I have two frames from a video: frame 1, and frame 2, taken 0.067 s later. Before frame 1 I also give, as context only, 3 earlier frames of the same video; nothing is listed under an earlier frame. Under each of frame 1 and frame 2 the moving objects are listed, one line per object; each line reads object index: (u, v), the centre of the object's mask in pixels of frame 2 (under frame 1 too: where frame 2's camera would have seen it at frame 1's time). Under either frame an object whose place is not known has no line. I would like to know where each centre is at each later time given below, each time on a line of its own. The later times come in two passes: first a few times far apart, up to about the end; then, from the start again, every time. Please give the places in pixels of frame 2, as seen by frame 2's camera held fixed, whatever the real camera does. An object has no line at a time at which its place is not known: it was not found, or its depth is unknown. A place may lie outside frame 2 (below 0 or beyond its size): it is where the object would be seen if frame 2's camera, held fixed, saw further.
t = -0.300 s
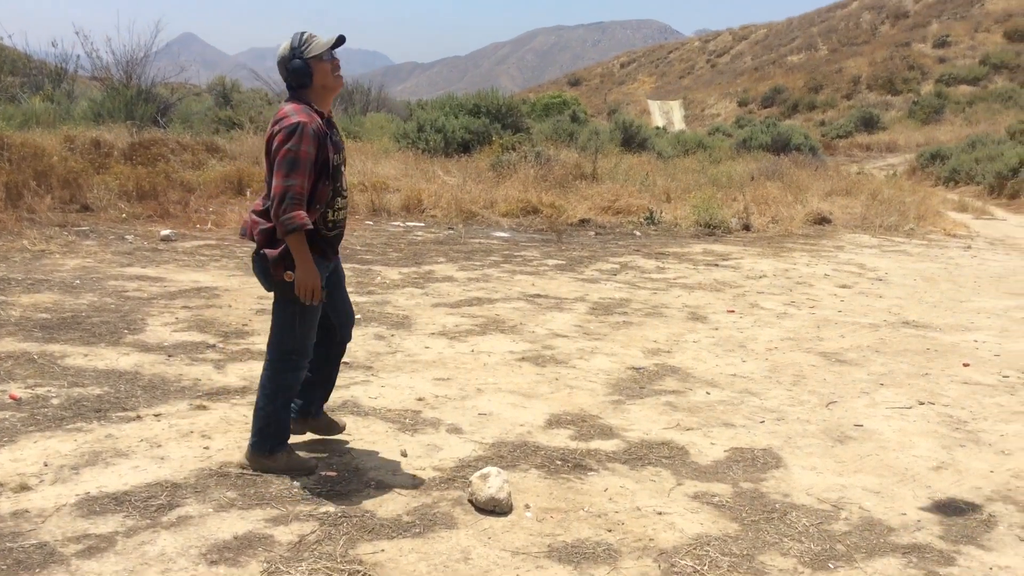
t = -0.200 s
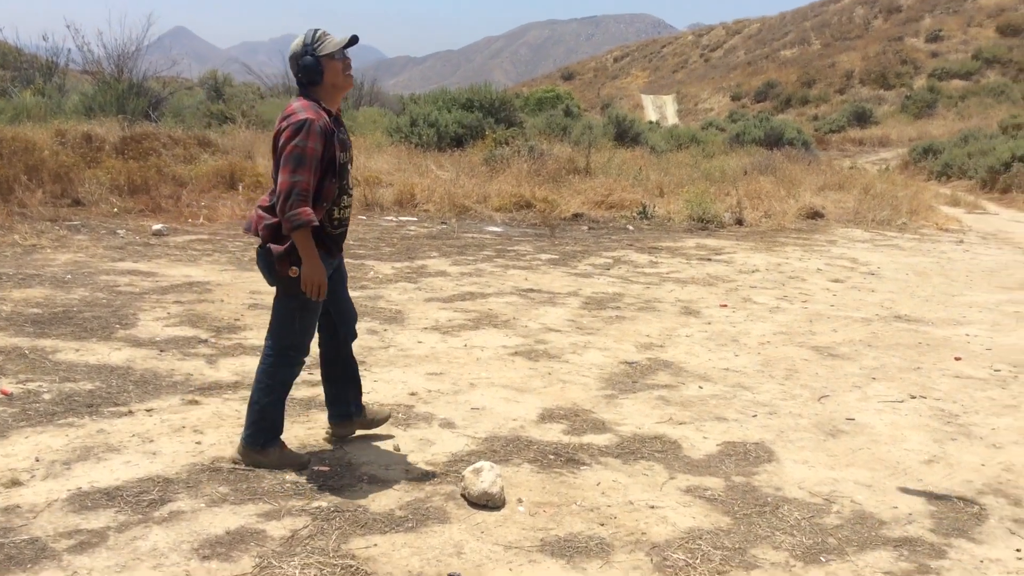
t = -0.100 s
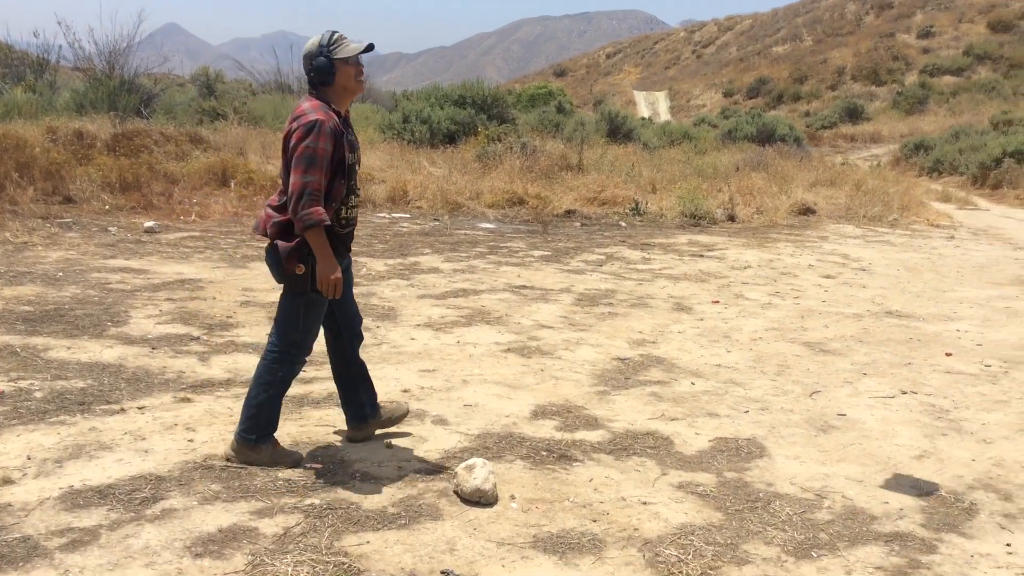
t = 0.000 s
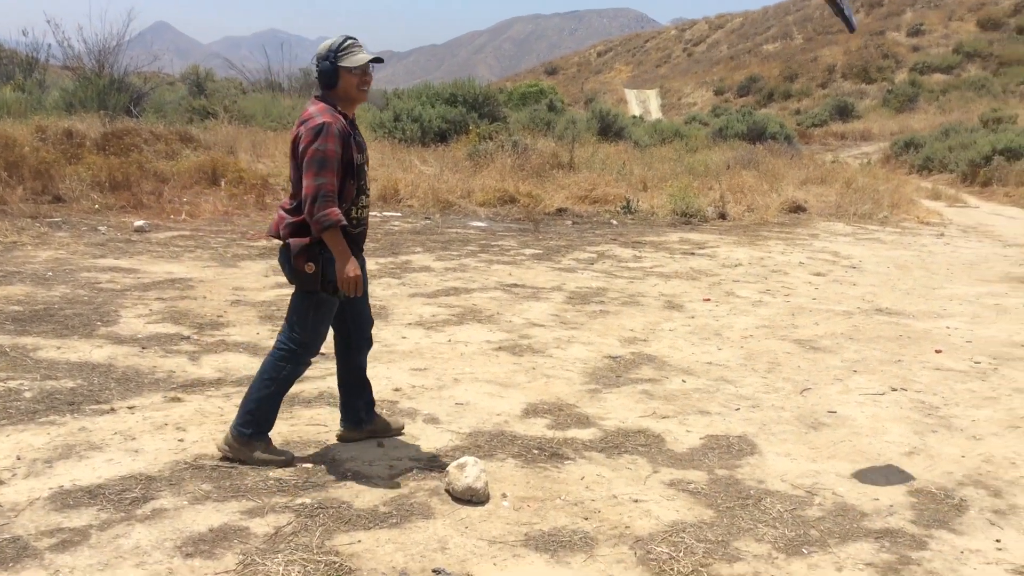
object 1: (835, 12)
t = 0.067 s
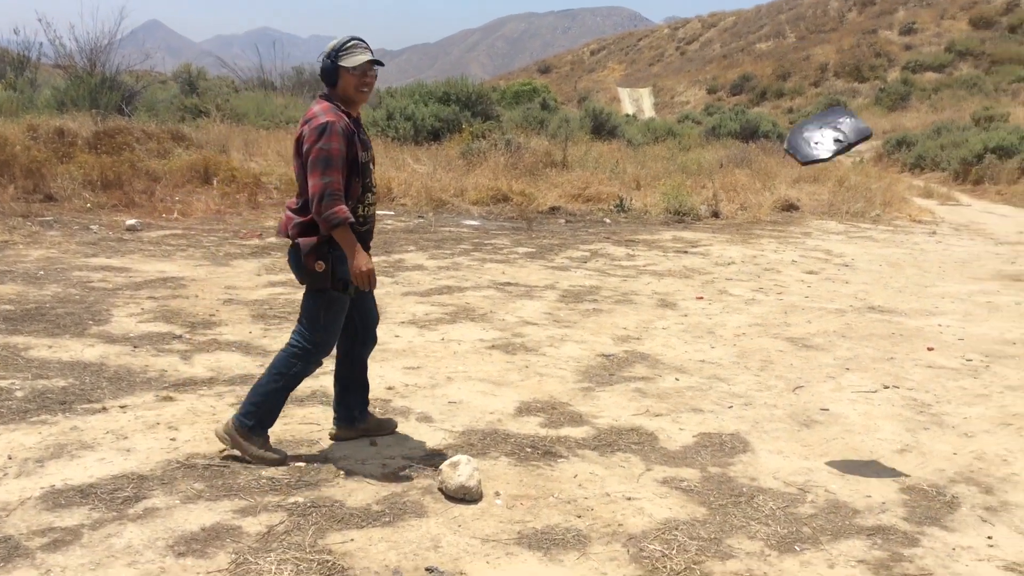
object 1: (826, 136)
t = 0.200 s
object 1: (828, 423)
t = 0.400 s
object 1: (857, 444)
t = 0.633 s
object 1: (861, 479)
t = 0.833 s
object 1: (855, 479)
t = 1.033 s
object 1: (857, 481)
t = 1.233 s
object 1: (857, 481)
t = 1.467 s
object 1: (857, 482)
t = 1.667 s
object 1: (857, 482)
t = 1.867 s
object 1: (857, 482)
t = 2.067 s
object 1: (857, 482)
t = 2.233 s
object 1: (856, 481)
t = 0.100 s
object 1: (828, 207)
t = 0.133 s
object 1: (830, 278)
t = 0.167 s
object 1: (829, 350)
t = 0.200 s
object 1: (828, 423)
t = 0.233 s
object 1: (834, 455)
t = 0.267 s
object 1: (839, 447)
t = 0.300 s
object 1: (842, 442)
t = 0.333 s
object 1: (846, 441)
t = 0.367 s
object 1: (852, 441)
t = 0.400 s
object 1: (857, 444)
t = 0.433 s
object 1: (861, 450)
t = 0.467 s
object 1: (863, 454)
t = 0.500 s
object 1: (864, 454)
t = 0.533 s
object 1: (866, 463)
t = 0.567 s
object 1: (864, 467)
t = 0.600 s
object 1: (862, 477)
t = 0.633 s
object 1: (861, 479)
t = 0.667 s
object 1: (859, 478)
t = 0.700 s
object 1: (858, 480)
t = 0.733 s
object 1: (857, 480)
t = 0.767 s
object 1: (856, 481)
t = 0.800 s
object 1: (856, 480)
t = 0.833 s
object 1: (855, 479)
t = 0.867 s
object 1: (856, 478)
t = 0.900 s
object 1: (856, 479)
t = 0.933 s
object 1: (856, 481)
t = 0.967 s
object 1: (857, 481)
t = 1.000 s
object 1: (857, 481)
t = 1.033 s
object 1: (857, 481)
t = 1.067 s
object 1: (856, 481)
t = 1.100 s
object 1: (856, 479)
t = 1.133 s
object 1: (856, 480)
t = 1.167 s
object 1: (856, 481)
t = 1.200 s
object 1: (857, 481)
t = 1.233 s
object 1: (857, 481)
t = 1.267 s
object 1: (857, 482)
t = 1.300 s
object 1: (856, 481)
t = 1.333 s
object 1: (857, 481)
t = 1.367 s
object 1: (857, 481)
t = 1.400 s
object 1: (858, 482)
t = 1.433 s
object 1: (857, 482)
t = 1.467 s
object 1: (857, 482)
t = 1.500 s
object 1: (857, 482)
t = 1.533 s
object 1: (857, 481)
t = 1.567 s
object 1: (857, 482)
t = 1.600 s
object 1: (857, 482)
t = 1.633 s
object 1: (857, 481)
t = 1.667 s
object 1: (857, 482)
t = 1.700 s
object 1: (857, 482)
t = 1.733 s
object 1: (857, 481)
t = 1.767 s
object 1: (857, 482)
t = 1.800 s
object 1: (857, 482)
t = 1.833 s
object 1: (857, 482)
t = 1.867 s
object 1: (857, 482)
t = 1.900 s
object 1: (857, 482)
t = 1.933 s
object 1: (857, 482)
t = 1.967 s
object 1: (857, 482)
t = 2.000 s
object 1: (857, 482)
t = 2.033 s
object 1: (856, 482)
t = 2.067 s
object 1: (857, 482)
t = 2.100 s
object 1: (856, 481)
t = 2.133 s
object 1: (856, 481)
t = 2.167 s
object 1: (856, 481)
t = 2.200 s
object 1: (856, 481)
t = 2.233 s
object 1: (856, 481)
